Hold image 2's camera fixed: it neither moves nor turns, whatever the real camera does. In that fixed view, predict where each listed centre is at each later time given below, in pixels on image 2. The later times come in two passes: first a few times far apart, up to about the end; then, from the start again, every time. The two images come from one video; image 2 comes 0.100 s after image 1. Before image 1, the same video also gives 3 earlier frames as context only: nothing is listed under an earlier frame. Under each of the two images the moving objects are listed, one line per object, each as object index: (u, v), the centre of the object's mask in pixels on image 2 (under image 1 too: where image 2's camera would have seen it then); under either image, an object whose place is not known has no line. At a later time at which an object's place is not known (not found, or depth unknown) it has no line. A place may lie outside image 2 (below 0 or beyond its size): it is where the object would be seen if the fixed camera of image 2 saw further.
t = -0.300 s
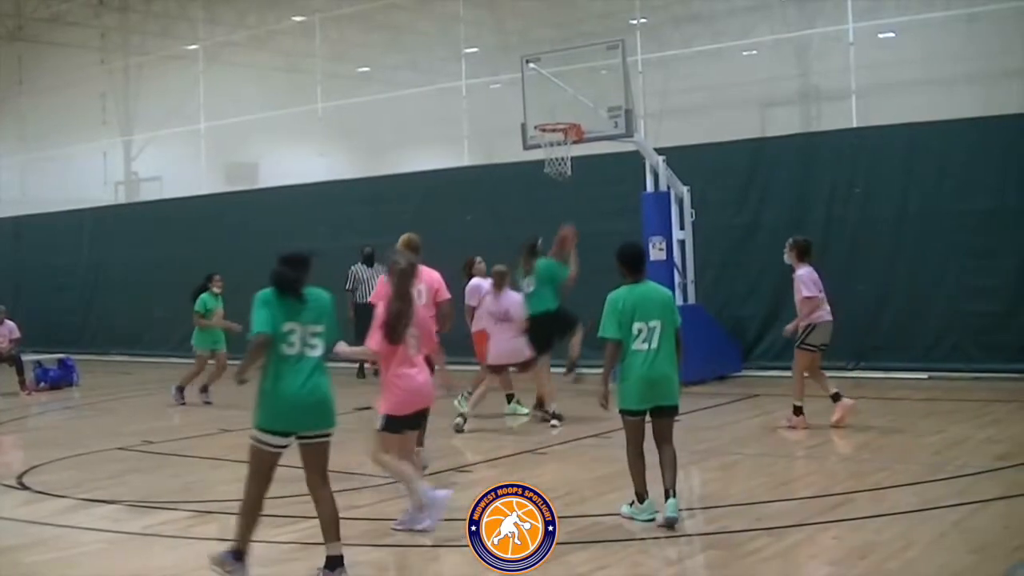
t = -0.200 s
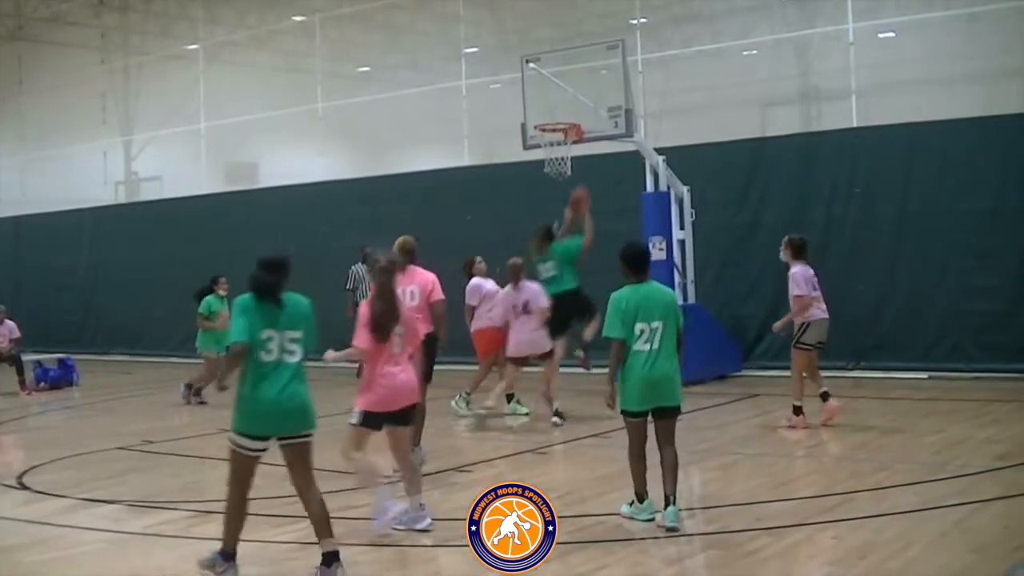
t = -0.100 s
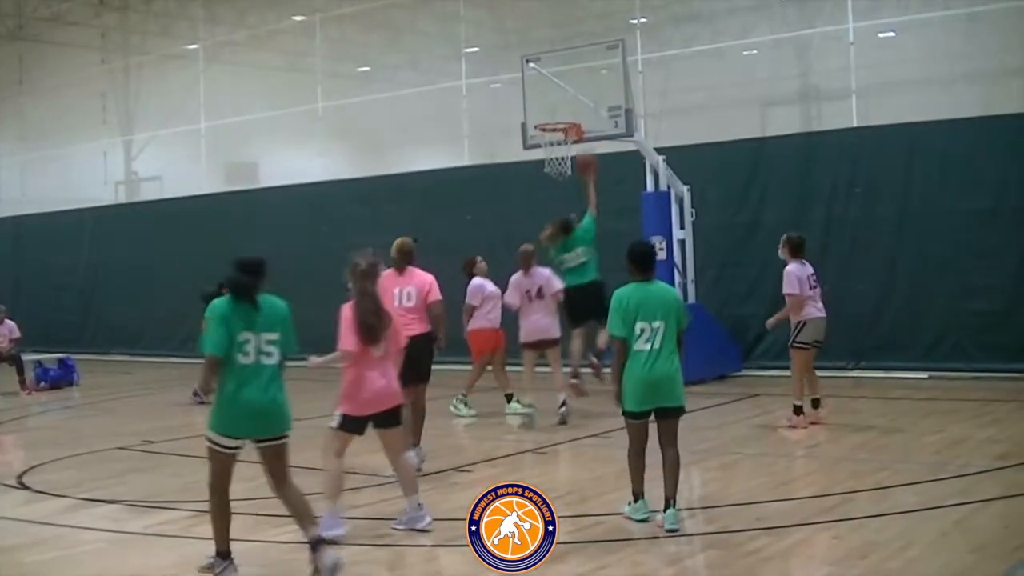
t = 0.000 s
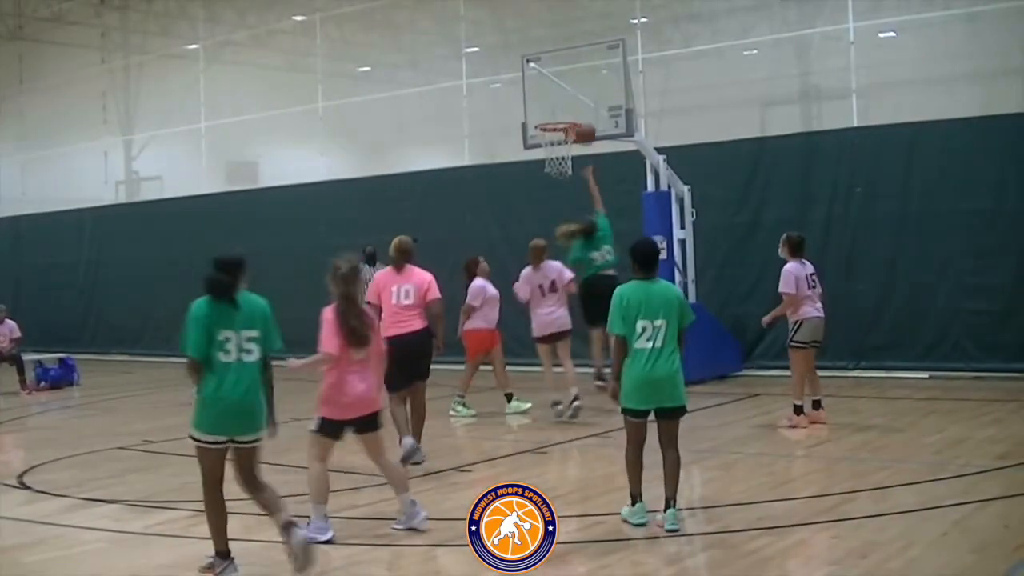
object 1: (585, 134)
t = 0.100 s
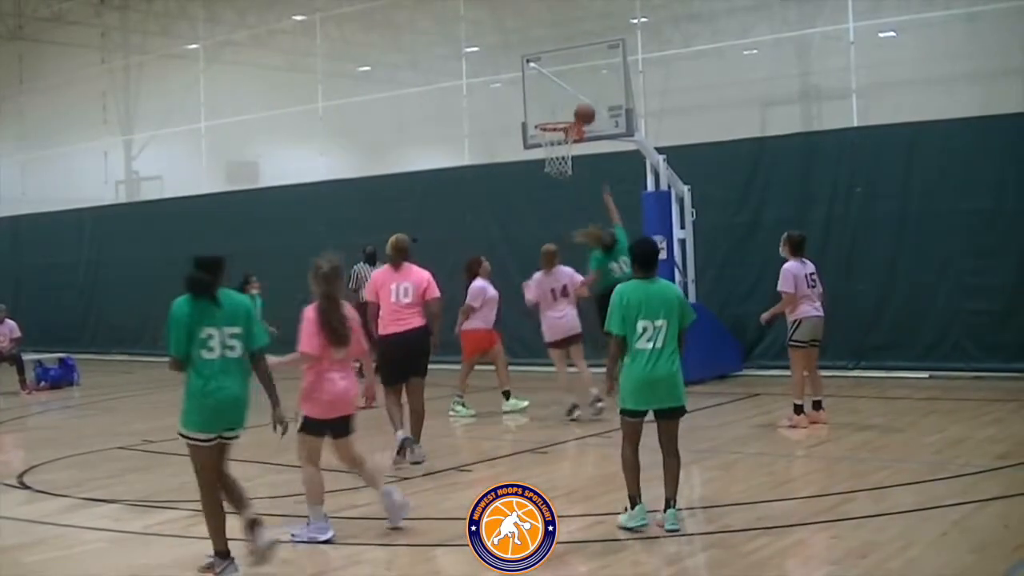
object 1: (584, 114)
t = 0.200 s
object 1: (584, 106)
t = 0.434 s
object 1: (559, 116)
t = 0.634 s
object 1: (554, 157)
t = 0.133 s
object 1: (584, 111)
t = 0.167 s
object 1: (584, 108)
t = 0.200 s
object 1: (584, 106)
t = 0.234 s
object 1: (584, 106)
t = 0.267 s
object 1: (583, 106)
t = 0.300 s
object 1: (577, 106)
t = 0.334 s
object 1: (573, 107)
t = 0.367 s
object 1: (568, 110)
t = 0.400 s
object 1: (564, 112)
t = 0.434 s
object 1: (559, 116)
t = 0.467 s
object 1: (554, 124)
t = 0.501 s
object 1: (552, 130)
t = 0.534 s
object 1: (552, 135)
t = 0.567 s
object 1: (554, 141)
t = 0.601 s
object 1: (555, 149)
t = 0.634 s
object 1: (554, 157)
